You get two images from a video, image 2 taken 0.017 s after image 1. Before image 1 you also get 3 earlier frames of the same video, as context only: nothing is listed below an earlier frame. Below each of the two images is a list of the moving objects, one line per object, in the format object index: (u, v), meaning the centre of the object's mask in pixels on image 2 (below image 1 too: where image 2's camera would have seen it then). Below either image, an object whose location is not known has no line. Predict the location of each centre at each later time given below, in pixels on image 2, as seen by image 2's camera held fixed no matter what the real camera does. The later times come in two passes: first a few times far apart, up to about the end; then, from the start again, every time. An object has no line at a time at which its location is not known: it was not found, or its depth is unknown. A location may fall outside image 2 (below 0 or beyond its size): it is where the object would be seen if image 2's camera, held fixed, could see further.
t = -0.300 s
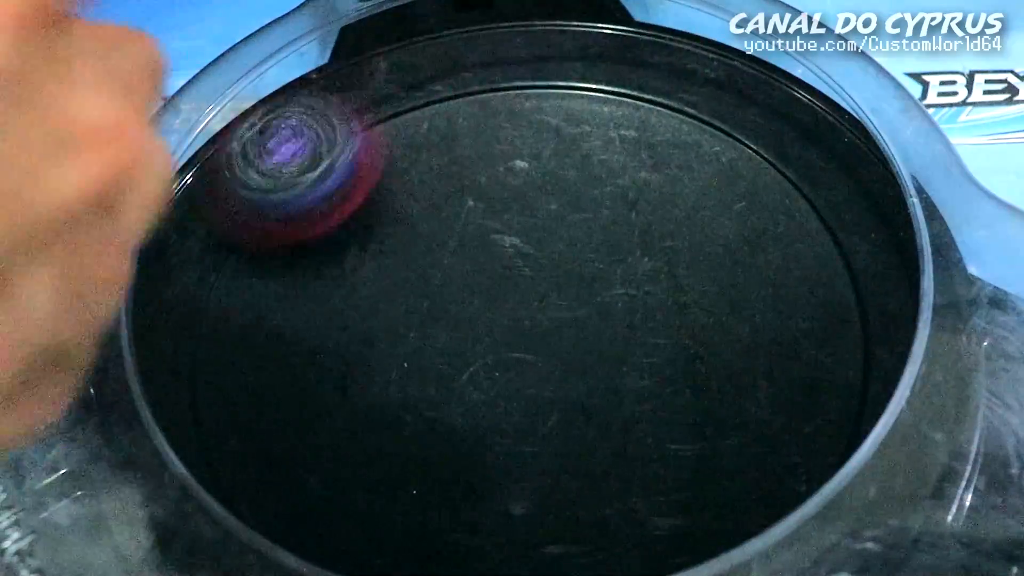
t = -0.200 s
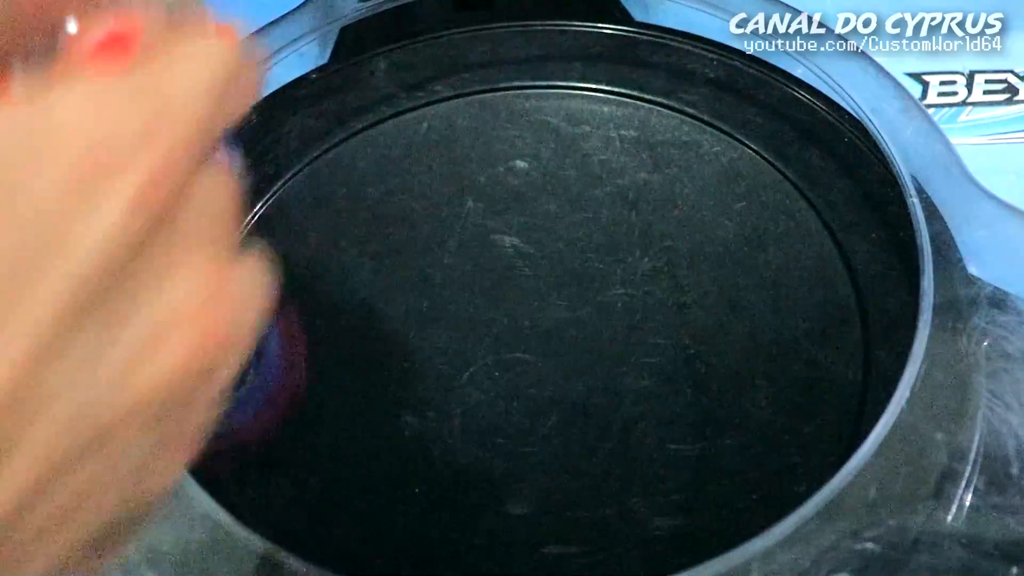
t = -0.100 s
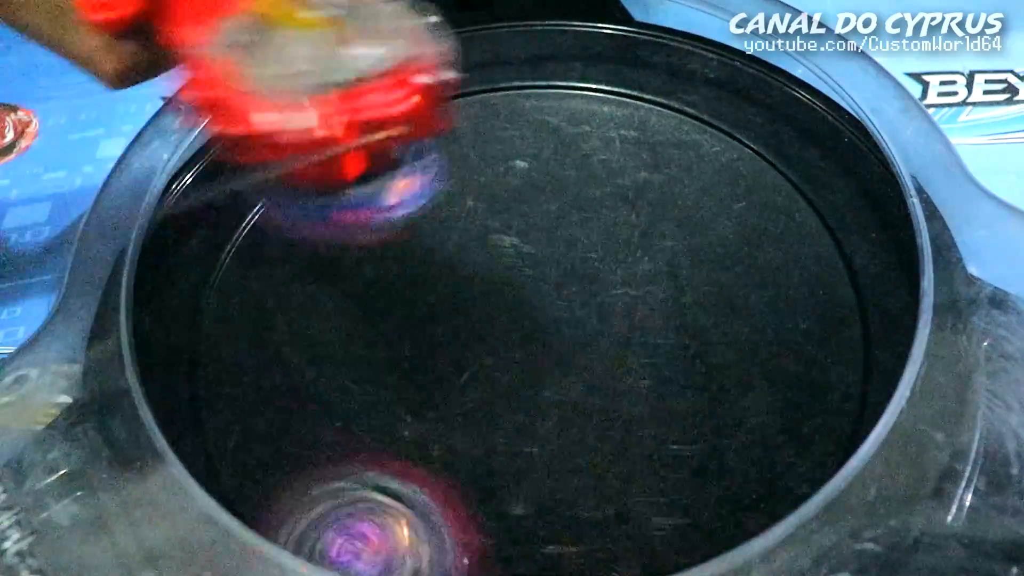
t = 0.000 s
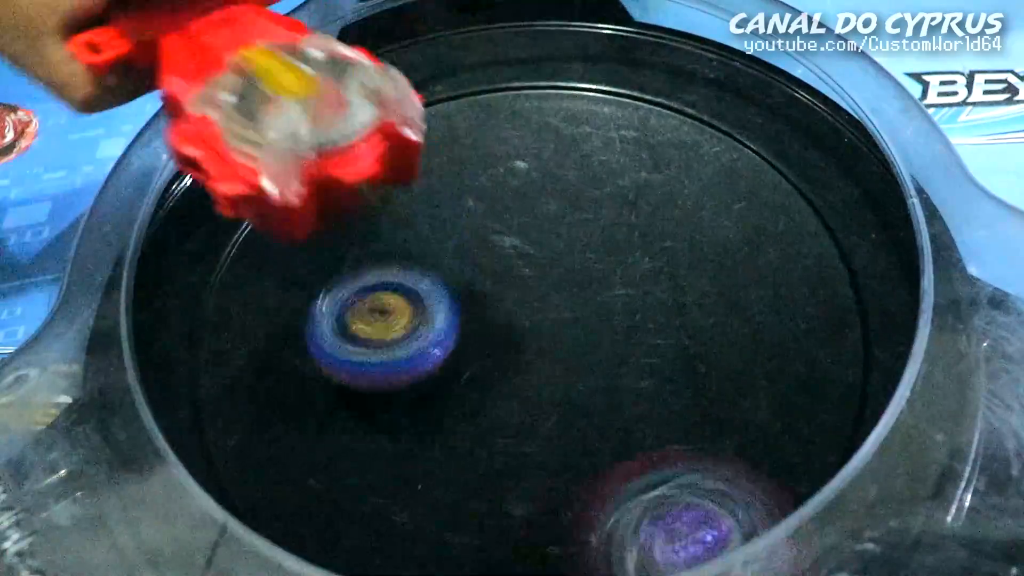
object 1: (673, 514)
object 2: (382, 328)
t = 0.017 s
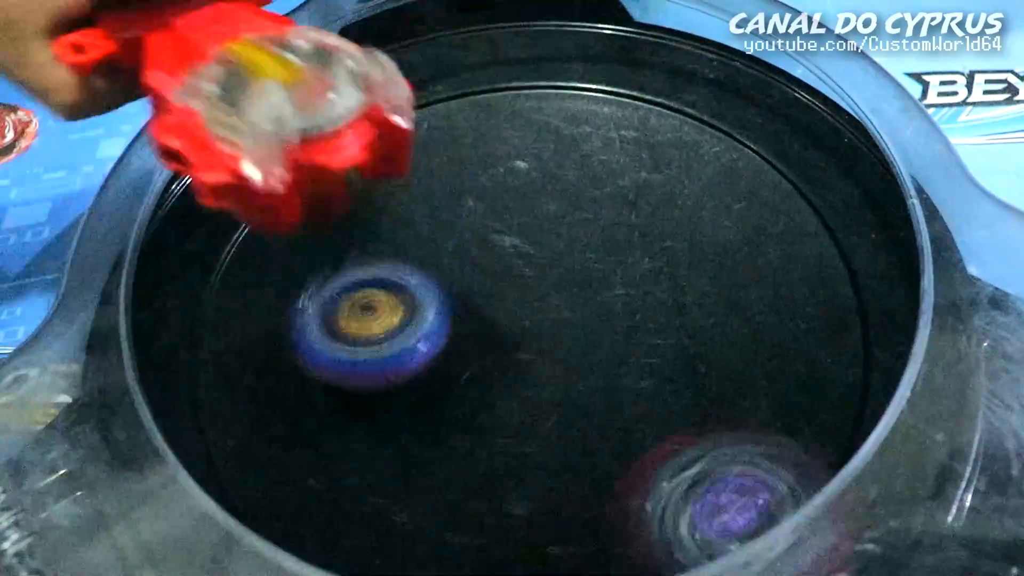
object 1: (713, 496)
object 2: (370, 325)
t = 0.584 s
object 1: (311, 494)
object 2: (571, 159)
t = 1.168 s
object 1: (216, 285)
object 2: (762, 326)
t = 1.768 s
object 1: (285, 175)
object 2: (610, 455)
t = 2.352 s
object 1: (393, 108)
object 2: (401, 388)
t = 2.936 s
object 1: (581, 80)
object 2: (433, 240)
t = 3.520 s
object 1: (818, 213)
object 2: (623, 195)
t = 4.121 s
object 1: (664, 525)
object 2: (705, 390)
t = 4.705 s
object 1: (245, 427)
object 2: (427, 471)
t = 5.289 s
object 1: (396, 103)
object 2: (355, 225)
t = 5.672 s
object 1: (618, 521)
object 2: (678, 393)
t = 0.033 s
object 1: (748, 471)
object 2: (358, 325)
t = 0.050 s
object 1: (781, 440)
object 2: (346, 331)
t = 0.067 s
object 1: (803, 409)
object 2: (336, 341)
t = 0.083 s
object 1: (822, 373)
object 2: (327, 357)
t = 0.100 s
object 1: (833, 343)
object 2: (320, 379)
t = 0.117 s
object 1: (837, 314)
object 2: (316, 403)
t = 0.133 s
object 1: (834, 277)
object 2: (314, 433)
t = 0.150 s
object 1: (826, 240)
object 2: (314, 450)
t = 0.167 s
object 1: (812, 209)
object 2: (318, 467)
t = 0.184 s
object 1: (794, 181)
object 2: (327, 486)
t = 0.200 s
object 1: (767, 155)
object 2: (337, 499)
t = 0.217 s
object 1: (735, 134)
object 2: (353, 511)
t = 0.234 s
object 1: (704, 114)
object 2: (373, 522)
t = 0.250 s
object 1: (669, 99)
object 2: (397, 532)
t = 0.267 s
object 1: (632, 90)
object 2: (426, 537)
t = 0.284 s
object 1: (591, 81)
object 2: (462, 541)
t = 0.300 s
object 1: (549, 79)
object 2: (498, 542)
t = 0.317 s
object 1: (510, 80)
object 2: (538, 539)
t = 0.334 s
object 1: (468, 87)
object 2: (576, 534)
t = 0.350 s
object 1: (431, 96)
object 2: (613, 526)
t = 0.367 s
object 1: (394, 108)
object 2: (643, 512)
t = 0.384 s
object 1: (357, 125)
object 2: (673, 492)
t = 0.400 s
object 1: (322, 146)
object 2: (694, 466)
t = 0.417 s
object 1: (292, 168)
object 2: (709, 436)
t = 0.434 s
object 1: (264, 194)
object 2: (717, 401)
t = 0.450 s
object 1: (242, 222)
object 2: (720, 368)
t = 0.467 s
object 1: (225, 258)
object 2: (716, 336)
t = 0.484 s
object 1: (215, 299)
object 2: (708, 306)
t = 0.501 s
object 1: (214, 336)
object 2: (695, 278)
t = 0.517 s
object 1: (221, 371)
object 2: (674, 248)
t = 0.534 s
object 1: (233, 404)
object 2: (655, 221)
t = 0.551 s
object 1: (254, 438)
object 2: (629, 197)
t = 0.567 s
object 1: (279, 467)
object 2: (601, 178)
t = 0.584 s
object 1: (311, 494)
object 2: (571, 159)
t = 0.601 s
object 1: (350, 515)
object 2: (536, 143)
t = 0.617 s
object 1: (393, 527)
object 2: (502, 129)
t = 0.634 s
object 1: (441, 535)
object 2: (468, 119)
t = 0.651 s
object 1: (502, 538)
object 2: (434, 112)
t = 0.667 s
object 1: (562, 539)
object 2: (397, 108)
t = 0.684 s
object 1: (612, 532)
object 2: (362, 109)
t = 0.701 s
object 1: (658, 520)
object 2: (331, 114)
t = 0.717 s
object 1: (700, 504)
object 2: (303, 126)
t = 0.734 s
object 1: (735, 481)
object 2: (278, 146)
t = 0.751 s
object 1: (769, 449)
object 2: (255, 170)
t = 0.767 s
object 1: (796, 418)
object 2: (232, 200)
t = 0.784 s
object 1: (815, 384)
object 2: (209, 226)
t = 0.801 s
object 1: (828, 351)
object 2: (191, 252)
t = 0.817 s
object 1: (833, 316)
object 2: (161, 279)
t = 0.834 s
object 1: (834, 282)
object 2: (171, 308)
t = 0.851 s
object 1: (828, 242)
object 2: (155, 341)
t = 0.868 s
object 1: (814, 211)
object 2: (156, 369)
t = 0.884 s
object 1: (792, 179)
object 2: (164, 396)
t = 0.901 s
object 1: (763, 153)
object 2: (177, 424)
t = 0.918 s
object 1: (730, 130)
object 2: (224, 440)
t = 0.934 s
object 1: (699, 112)
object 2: (245, 461)
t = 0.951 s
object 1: (662, 97)
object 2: (273, 481)
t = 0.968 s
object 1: (623, 87)
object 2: (307, 502)
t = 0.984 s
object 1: (583, 80)
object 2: (346, 515)
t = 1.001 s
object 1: (538, 79)
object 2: (387, 522)
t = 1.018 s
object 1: (499, 80)
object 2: (438, 524)
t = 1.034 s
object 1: (458, 88)
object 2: (489, 522)
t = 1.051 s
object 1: (416, 99)
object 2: (544, 515)
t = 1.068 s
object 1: (378, 113)
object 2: (593, 505)
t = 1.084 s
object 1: (342, 132)
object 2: (634, 487)
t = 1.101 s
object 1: (307, 155)
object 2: (671, 457)
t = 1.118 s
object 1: (276, 181)
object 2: (703, 427)
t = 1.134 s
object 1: (250, 209)
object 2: (730, 394)
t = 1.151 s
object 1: (228, 247)
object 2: (750, 360)
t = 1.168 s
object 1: (216, 285)
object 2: (762, 326)
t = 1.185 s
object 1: (213, 325)
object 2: (769, 291)
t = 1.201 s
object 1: (219, 366)
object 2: (769, 257)
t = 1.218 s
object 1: (231, 403)
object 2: (764, 225)
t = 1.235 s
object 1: (251, 436)
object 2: (754, 191)
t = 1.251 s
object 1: (280, 469)
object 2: (740, 160)
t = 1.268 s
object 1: (312, 495)
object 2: (722, 130)
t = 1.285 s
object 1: (354, 518)
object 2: (699, 103)
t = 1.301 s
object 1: (401, 531)
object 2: (675, 83)
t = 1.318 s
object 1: (459, 538)
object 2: (646, 65)
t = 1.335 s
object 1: (522, 541)
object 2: (608, 57)
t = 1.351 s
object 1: (582, 539)
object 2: (572, 53)
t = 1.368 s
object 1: (638, 529)
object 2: (534, 51)
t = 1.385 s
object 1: (680, 513)
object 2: (496, 51)
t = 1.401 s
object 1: (721, 493)
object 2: (459, 50)
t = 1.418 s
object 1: (758, 462)
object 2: (424, 51)
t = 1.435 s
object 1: (790, 429)
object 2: (394, 53)
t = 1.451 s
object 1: (810, 395)
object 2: (370, 59)
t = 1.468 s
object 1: (825, 358)
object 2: (346, 71)
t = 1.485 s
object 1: (835, 323)
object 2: (329, 88)
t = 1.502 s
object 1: (837, 290)
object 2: (312, 111)
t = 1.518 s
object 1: (829, 247)
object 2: (301, 131)
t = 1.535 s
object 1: (817, 213)
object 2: (290, 156)
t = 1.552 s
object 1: (795, 181)
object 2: (283, 180)
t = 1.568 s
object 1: (764, 152)
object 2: (281, 210)
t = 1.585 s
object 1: (730, 130)
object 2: (283, 242)
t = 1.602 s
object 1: (698, 110)
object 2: (289, 278)
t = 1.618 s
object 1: (660, 94)
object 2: (299, 309)
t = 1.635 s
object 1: (618, 86)
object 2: (317, 341)
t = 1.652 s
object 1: (574, 80)
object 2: (338, 369)
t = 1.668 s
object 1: (526, 79)
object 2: (366, 394)
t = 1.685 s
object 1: (487, 81)
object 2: (402, 418)
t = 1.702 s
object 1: (443, 90)
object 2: (438, 436)
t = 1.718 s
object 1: (402, 104)
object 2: (481, 451)
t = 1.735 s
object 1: (357, 125)
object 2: (523, 458)
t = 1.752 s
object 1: (319, 147)
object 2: (566, 459)
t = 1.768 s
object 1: (285, 175)
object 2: (610, 455)
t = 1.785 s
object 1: (253, 208)
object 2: (651, 447)
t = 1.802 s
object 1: (232, 247)
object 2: (691, 433)
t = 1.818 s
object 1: (218, 287)
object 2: (730, 416)
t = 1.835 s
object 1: (215, 334)
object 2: (762, 394)
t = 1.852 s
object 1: (223, 377)
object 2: (792, 370)
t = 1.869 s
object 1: (238, 415)
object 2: (817, 343)
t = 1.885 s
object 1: (264, 453)
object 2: (836, 313)
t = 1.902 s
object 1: (298, 486)
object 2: (847, 283)
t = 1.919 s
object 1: (343, 512)
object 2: (850, 253)
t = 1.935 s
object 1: (393, 529)
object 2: (836, 227)
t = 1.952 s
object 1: (446, 538)
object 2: (818, 206)
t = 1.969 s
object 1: (519, 543)
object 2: (796, 188)
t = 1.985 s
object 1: (585, 540)
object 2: (778, 164)
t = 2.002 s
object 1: (642, 530)
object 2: (760, 143)
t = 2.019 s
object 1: (690, 511)
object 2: (740, 122)
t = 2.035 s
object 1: (735, 484)
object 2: (719, 105)
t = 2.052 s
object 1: (771, 452)
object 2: (688, 95)
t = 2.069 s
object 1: (800, 414)
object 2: (661, 86)
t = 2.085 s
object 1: (823, 374)
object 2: (630, 81)
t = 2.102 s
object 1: (832, 345)
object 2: (598, 77)
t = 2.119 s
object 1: (838, 306)
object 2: (568, 79)
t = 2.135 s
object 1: (832, 261)
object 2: (539, 84)
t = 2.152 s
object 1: (823, 228)
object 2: (511, 93)
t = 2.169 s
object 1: (801, 190)
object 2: (484, 105)
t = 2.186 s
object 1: (775, 163)
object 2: (459, 121)
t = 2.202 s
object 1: (742, 137)
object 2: (437, 138)
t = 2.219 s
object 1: (707, 116)
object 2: (417, 158)
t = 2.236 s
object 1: (674, 100)
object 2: (400, 182)
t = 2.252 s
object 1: (633, 91)
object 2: (386, 207)
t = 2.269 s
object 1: (590, 83)
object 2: (377, 235)
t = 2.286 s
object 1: (549, 78)
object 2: (373, 265)
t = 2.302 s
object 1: (508, 81)
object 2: (373, 297)
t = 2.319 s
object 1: (469, 87)
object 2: (377, 331)
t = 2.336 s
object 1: (431, 96)
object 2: (386, 360)
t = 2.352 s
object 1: (393, 108)
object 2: (401, 388)
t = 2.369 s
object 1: (353, 127)
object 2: (421, 414)
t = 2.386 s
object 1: (315, 150)
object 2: (446, 438)
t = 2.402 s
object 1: (285, 175)
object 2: (477, 460)
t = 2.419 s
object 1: (258, 205)
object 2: (512, 476)
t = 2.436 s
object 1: (238, 244)
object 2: (548, 489)
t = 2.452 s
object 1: (221, 279)
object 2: (588, 495)
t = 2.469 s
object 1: (215, 322)
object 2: (629, 497)
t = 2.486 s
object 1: (216, 358)
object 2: (669, 492)
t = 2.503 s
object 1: (228, 396)
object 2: (708, 481)
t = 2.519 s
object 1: (250, 434)
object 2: (744, 466)
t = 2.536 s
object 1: (276, 465)
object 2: (776, 446)
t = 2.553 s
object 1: (309, 495)
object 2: (816, 431)
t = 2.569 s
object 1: (349, 516)
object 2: (841, 405)
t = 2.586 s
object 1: (392, 530)
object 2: (836, 371)
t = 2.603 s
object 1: (449, 540)
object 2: (840, 343)
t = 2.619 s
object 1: (514, 543)
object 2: (840, 318)
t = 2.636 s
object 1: (579, 540)
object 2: (840, 290)
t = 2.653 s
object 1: (631, 532)
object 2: (835, 265)
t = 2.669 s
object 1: (680, 516)
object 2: (828, 241)
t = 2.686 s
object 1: (722, 495)
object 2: (815, 220)
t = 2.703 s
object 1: (758, 467)
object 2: (800, 201)
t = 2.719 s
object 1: (791, 432)
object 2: (780, 184)
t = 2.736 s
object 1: (815, 395)
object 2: (758, 170)
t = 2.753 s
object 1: (829, 364)
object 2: (732, 158)
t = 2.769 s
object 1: (838, 325)
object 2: (705, 151)
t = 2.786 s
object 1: (836, 290)
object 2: (675, 147)
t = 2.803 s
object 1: (830, 245)
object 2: (646, 146)
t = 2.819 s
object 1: (816, 211)
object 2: (617, 148)
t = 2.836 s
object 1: (789, 178)
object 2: (586, 153)
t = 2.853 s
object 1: (758, 152)
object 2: (558, 159)
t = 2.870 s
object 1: (731, 130)
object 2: (531, 170)
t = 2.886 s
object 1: (697, 109)
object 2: (504, 184)
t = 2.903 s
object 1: (660, 96)
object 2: (478, 200)
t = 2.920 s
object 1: (623, 87)
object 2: (455, 219)
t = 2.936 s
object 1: (581, 80)
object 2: (433, 240)
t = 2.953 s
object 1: (541, 77)
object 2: (416, 262)
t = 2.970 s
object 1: (499, 81)
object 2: (400, 288)
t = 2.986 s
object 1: (464, 87)
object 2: (389, 314)
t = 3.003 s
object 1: (423, 96)
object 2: (381, 343)
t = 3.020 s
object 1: (385, 110)
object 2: (377, 372)
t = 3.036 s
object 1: (349, 130)
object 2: (378, 401)
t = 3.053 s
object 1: (317, 149)
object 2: (385, 431)
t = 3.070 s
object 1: (286, 176)
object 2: (396, 458)
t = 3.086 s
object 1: (263, 202)
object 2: (413, 485)
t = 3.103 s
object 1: (239, 236)
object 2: (435, 503)
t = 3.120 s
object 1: (225, 271)
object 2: (462, 516)
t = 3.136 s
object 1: (216, 307)
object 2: (492, 524)
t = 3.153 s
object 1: (215, 346)
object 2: (527, 530)
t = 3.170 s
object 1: (224, 381)
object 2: (565, 534)
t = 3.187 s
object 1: (240, 418)
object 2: (604, 535)
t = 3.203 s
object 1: (263, 451)
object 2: (640, 532)
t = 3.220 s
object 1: (287, 479)
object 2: (674, 527)
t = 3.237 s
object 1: (322, 503)
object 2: (705, 512)
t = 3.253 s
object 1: (358, 521)
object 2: (732, 495)
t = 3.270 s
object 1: (404, 533)
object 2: (756, 476)
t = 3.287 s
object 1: (458, 541)
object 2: (777, 456)
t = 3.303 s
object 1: (514, 543)
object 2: (796, 433)
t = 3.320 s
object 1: (577, 540)
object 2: (809, 411)
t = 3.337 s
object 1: (632, 532)
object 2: (818, 387)
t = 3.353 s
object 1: (673, 519)
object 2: (821, 364)
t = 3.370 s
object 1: (715, 500)
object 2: (818, 340)
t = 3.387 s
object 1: (751, 473)
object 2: (807, 317)
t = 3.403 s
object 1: (786, 441)
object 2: (793, 297)
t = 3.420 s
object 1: (810, 408)
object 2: (777, 277)
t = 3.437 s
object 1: (827, 374)
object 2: (756, 259)
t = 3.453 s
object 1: (837, 343)
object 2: (731, 242)
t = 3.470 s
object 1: (841, 311)
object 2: (706, 227)
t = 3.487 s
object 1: (836, 275)
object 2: (680, 212)
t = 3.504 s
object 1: (828, 242)
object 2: (651, 202)
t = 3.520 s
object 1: (818, 213)
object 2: (623, 195)
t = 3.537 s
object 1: (796, 186)
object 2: (593, 190)
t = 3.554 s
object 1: (773, 162)
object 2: (562, 188)
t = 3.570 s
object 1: (747, 142)
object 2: (532, 188)
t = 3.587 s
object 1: (719, 125)
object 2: (503, 190)
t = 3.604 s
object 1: (691, 109)
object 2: (474, 196)
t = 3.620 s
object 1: (660, 99)
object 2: (445, 204)
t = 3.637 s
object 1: (627, 90)
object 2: (417, 213)
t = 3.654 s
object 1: (588, 84)
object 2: (390, 225)
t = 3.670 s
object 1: (554, 82)
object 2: (363, 240)
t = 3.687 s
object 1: (520, 82)
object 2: (338, 258)
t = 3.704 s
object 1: (486, 86)
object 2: (316, 278)
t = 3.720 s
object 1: (450, 93)
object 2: (297, 299)
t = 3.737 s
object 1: (421, 102)
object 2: (281, 321)
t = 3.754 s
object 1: (386, 114)
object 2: (270, 346)
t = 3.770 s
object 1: (355, 130)
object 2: (263, 373)
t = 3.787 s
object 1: (327, 147)
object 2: (258, 402)
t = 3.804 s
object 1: (299, 165)
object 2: (261, 429)
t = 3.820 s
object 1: (276, 187)
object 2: (271, 452)
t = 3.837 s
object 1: (255, 213)
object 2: (283, 473)
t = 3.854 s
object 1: (236, 242)
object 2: (303, 491)
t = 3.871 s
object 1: (222, 273)
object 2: (319, 512)
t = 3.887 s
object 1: (214, 304)
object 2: (348, 520)
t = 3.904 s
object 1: (213, 337)
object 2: (372, 529)
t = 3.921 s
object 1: (219, 372)
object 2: (402, 534)
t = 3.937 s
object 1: (229, 402)
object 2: (435, 537)
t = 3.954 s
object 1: (250, 435)
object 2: (476, 539)
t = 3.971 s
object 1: (269, 461)
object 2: (517, 536)
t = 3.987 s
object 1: (297, 488)
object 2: (552, 533)
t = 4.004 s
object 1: (329, 509)
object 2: (587, 527)
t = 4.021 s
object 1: (364, 523)
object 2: (617, 518)
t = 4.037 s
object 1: (407, 535)
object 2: (642, 505)
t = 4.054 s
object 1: (457, 541)
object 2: (666, 487)
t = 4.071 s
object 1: (515, 542)
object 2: (683, 462)
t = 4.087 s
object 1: (574, 541)
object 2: (695, 437)
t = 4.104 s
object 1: (622, 534)
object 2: (702, 414)
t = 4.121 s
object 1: (664, 525)
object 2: (705, 390)
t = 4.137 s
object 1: (706, 507)
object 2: (705, 370)
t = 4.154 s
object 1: (741, 482)
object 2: (703, 346)
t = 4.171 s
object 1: (775, 452)
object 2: (695, 322)
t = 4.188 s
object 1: (800, 421)
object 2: (684, 301)
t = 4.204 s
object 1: (819, 390)
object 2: (672, 281)
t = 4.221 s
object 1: (830, 357)
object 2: (655, 264)
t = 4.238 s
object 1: (839, 323)
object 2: (640, 248)
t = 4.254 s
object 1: (840, 287)
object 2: (620, 232)
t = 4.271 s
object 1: (835, 255)
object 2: (598, 218)
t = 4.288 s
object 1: (822, 222)
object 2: (577, 206)
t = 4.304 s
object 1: (801, 189)
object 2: (553, 197)
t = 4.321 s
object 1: (777, 165)
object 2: (529, 190)
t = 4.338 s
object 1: (750, 140)
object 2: (505, 184)
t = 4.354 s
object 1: (720, 122)
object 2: (481, 182)
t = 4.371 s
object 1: (690, 108)
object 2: (457, 181)
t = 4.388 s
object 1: (659, 96)
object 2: (431, 183)
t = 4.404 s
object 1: (623, 88)
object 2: (405, 185)
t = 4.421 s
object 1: (587, 81)
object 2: (381, 193)
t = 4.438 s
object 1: (551, 77)
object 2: (357, 201)
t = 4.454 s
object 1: (515, 78)
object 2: (336, 212)
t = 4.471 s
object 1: (480, 84)
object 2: (316, 225)
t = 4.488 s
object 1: (444, 92)
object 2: (299, 242)
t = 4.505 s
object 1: (408, 103)
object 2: (283, 261)
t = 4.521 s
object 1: (376, 115)
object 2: (270, 282)
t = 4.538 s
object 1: (344, 132)
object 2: (262, 304)
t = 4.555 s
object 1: (312, 153)
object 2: (258, 327)
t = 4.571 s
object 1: (286, 175)
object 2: (260, 351)
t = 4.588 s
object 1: (263, 202)
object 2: (268, 374)
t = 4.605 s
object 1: (241, 232)
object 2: (280, 396)
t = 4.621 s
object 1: (225, 266)
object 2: (295, 416)
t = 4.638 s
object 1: (216, 297)
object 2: (314, 433)
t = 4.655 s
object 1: (213, 334)
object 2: (338, 449)
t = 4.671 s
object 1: (219, 365)
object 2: (365, 459)
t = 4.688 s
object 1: (229, 398)
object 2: (394, 467)
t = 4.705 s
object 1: (245, 427)
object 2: (427, 471)
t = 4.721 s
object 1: (269, 457)
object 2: (456, 471)
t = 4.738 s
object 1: (296, 485)
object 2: (483, 469)
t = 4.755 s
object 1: (326, 505)
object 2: (508, 464)
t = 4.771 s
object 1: (360, 521)
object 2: (533, 454)
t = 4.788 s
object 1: (399, 532)
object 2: (556, 441)
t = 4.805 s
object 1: (444, 539)
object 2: (579, 425)
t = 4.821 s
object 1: (494, 542)
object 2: (599, 409)
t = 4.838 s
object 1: (552, 542)
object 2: (614, 392)
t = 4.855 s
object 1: (602, 537)
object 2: (629, 374)
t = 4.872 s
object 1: (648, 528)
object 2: (640, 354)
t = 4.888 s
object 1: (688, 513)
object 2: (648, 334)
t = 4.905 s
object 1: (719, 497)
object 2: (651, 316)
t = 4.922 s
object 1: (753, 473)
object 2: (653, 299)
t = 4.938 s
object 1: (787, 441)
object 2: (654, 282)
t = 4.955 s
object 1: (805, 414)
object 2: (651, 263)
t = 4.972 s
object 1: (822, 383)
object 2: (645, 246)
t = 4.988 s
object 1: (833, 352)
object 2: (637, 230)
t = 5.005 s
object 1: (840, 318)
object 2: (627, 217)
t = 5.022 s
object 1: (840, 283)
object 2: (617, 203)
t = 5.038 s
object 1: (834, 252)
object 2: (604, 190)
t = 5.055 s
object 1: (821, 221)
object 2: (589, 177)
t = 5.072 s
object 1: (802, 191)
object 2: (572, 167)
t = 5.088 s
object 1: (779, 166)
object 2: (555, 159)
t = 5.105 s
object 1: (753, 145)
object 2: (538, 154)
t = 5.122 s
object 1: (724, 128)
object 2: (519, 151)
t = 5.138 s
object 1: (696, 109)
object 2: (500, 149)
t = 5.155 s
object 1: (665, 98)
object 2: (481, 148)
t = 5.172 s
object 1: (632, 89)
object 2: (463, 150)
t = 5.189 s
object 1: (596, 83)
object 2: (445, 155)
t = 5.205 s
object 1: (560, 80)
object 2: (429, 162)
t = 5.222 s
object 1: (524, 78)
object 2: (412, 171)
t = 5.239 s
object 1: (492, 80)
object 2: (398, 181)
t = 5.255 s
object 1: (460, 84)
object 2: (383, 194)
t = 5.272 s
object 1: (427, 93)
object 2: (369, 209)
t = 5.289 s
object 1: (396, 103)
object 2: (355, 225)
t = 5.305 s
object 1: (370, 116)
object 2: (346, 244)
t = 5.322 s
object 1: (343, 131)
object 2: (340, 262)
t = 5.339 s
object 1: (322, 148)
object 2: (337, 282)
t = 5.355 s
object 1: (298, 169)
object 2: (337, 301)
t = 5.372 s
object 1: (278, 193)
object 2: (340, 319)
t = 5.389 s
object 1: (264, 216)
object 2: (345, 336)
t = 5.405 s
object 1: (251, 244)
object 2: (353, 354)
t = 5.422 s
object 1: (242, 273)
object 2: (365, 370)
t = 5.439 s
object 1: (236, 307)
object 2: (380, 387)
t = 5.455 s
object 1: (235, 335)
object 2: (396, 402)
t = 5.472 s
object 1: (239, 367)
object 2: (412, 414)
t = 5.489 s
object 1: (249, 398)
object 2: (429, 424)
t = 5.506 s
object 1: (266, 426)
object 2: (450, 432)
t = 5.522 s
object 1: (290, 453)
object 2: (473, 439)
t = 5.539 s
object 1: (318, 480)
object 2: (496, 443)
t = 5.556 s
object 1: (346, 496)
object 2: (518, 444)
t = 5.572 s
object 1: (377, 509)
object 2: (543, 444)
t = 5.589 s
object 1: (413, 518)
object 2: (569, 441)
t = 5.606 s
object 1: (452, 526)
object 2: (593, 436)
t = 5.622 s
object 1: (498, 528)
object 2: (614, 427)
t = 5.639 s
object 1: (539, 529)
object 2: (634, 421)
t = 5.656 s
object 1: (578, 526)
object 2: (658, 408)
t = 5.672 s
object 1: (618, 521)
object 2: (678, 393)
